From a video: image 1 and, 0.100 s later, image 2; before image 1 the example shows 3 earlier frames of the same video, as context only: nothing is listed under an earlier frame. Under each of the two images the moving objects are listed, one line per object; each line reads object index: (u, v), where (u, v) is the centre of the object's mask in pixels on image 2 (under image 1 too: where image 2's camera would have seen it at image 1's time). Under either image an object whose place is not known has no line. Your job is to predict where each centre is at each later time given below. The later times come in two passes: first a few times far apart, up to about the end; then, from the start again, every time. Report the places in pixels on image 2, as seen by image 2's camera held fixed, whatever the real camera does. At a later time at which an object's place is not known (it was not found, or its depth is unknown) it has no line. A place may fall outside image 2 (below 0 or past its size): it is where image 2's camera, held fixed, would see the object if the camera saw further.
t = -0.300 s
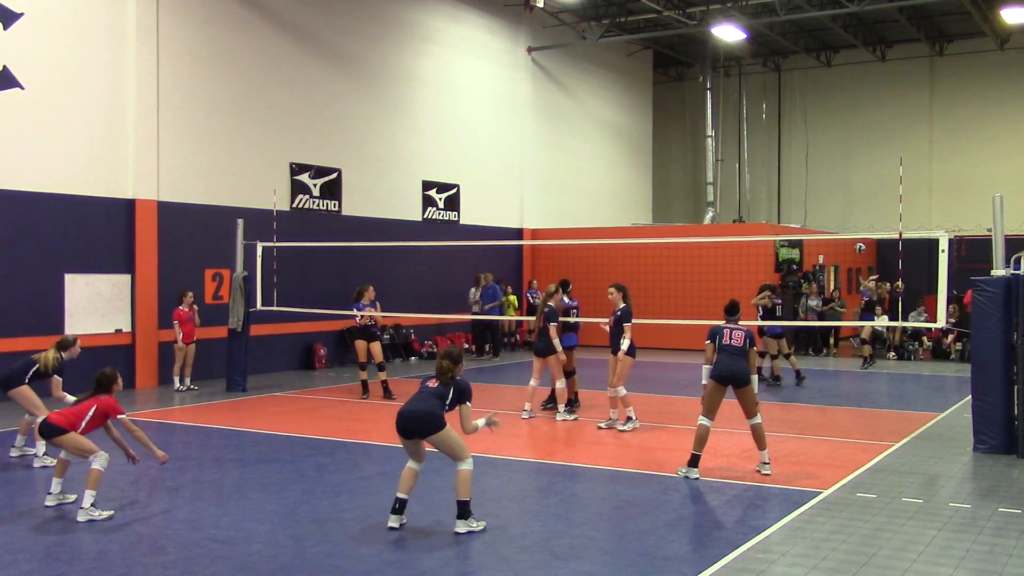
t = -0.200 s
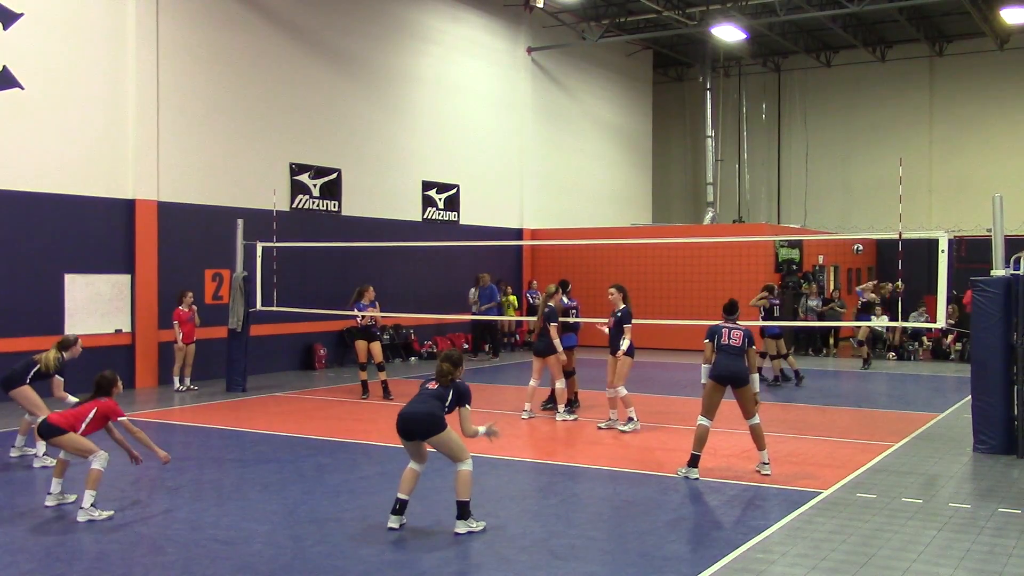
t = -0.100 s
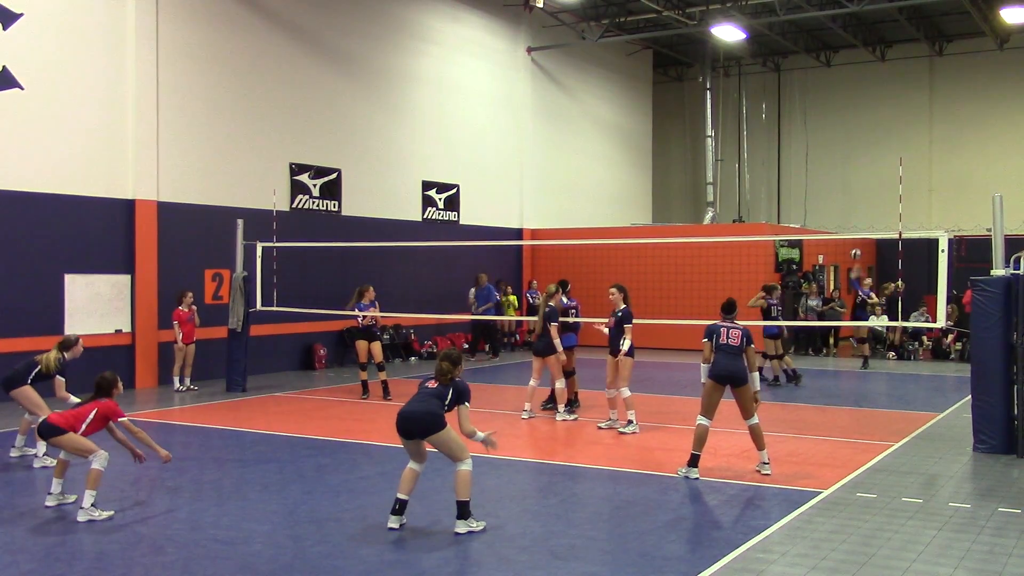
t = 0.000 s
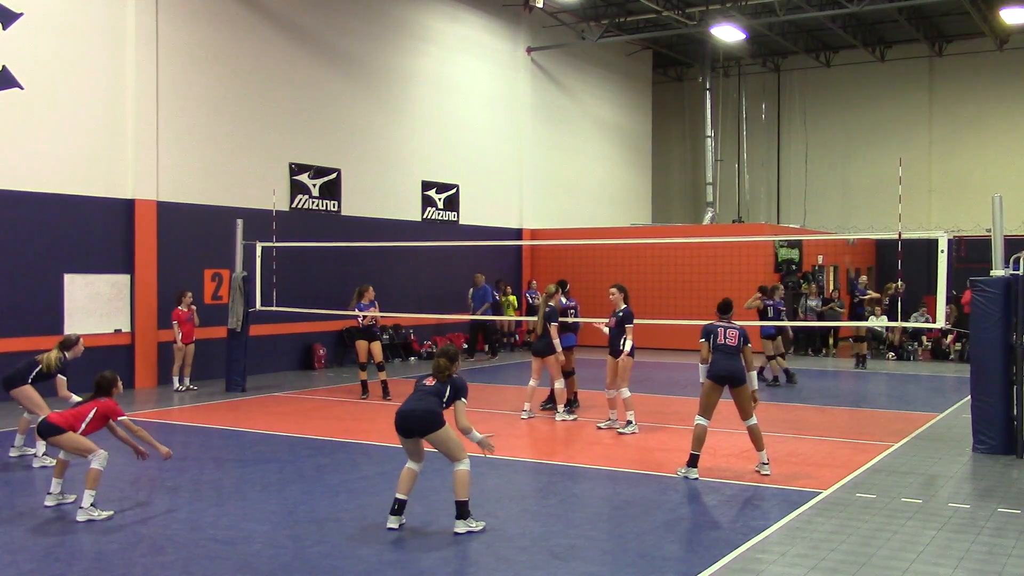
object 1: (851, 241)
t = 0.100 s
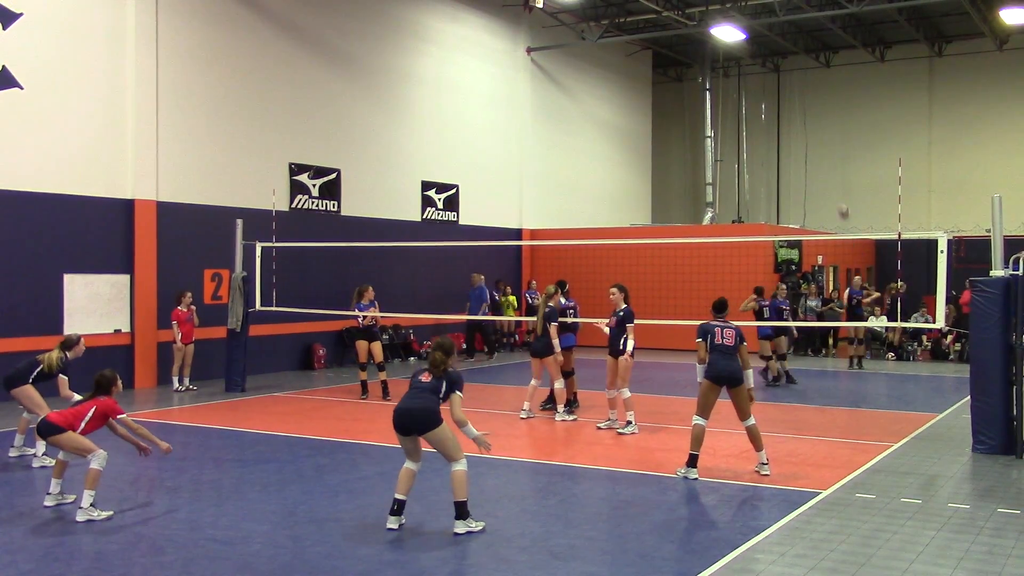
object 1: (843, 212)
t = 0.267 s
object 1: (832, 171)
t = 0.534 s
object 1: (806, 120)
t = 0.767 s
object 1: (771, 100)
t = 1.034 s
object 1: (712, 138)
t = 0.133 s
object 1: (842, 203)
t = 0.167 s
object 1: (840, 196)
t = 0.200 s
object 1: (838, 188)
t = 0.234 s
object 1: (835, 180)
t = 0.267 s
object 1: (832, 171)
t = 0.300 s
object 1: (830, 164)
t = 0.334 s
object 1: (827, 157)
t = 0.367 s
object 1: (825, 150)
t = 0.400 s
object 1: (821, 142)
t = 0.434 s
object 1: (818, 136)
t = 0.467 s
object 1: (813, 130)
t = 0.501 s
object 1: (810, 125)
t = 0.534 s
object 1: (806, 120)
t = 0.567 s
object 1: (802, 115)
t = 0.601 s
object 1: (797, 111)
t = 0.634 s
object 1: (793, 108)
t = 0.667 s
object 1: (788, 105)
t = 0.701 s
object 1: (783, 103)
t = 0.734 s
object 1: (777, 101)
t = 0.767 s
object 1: (771, 100)
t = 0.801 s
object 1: (765, 100)
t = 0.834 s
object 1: (759, 101)
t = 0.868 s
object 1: (753, 104)
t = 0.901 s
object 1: (745, 108)
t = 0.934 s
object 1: (737, 113)
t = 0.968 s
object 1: (729, 120)
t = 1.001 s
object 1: (723, 128)
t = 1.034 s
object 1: (712, 138)
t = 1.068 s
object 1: (700, 150)
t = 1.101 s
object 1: (691, 165)
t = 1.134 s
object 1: (682, 181)
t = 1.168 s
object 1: (669, 202)
